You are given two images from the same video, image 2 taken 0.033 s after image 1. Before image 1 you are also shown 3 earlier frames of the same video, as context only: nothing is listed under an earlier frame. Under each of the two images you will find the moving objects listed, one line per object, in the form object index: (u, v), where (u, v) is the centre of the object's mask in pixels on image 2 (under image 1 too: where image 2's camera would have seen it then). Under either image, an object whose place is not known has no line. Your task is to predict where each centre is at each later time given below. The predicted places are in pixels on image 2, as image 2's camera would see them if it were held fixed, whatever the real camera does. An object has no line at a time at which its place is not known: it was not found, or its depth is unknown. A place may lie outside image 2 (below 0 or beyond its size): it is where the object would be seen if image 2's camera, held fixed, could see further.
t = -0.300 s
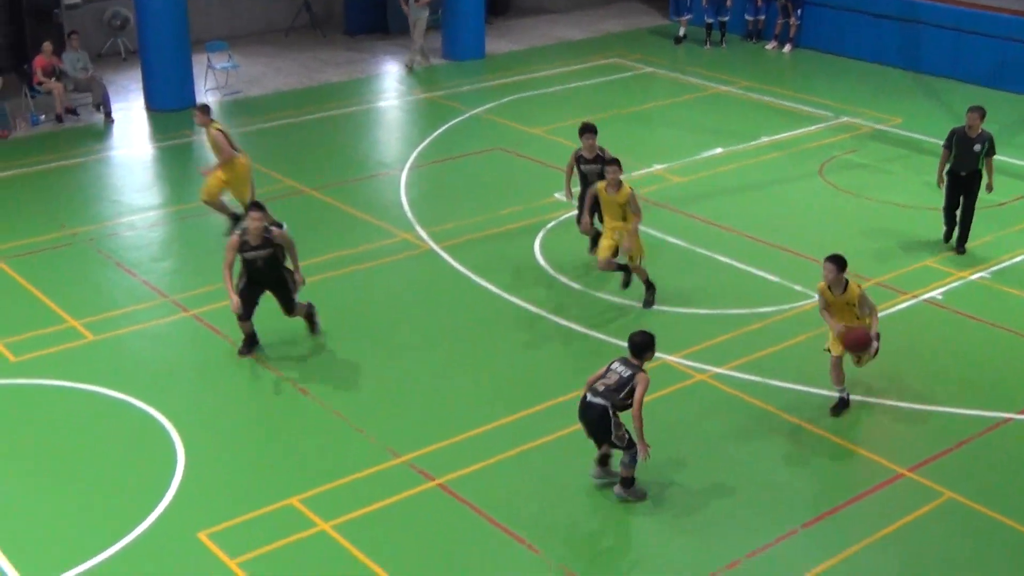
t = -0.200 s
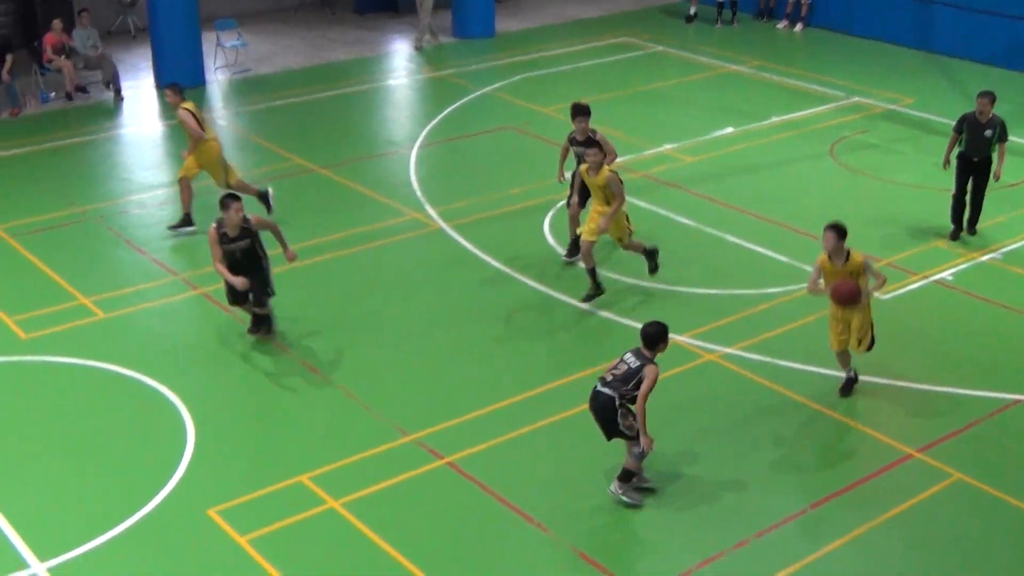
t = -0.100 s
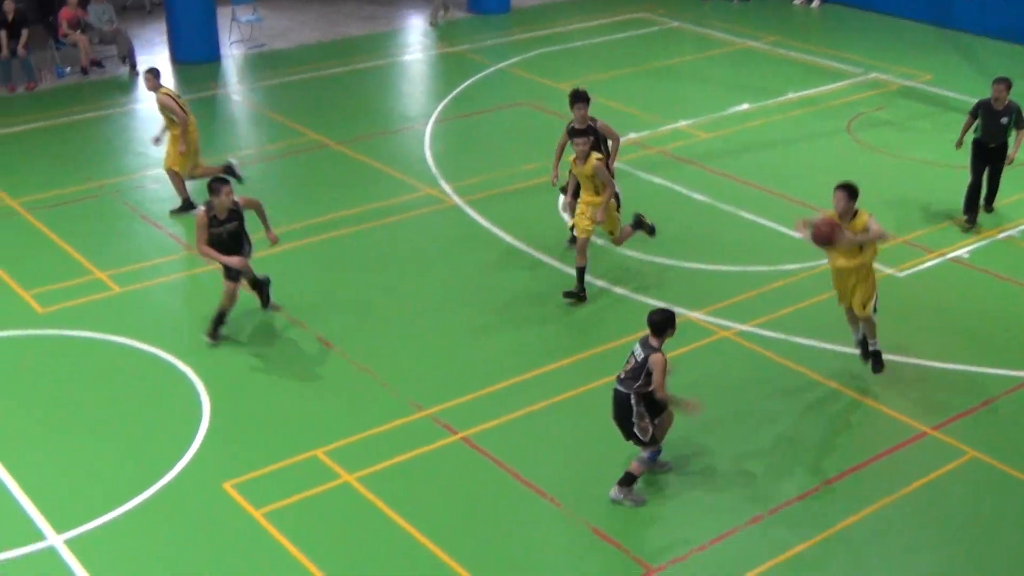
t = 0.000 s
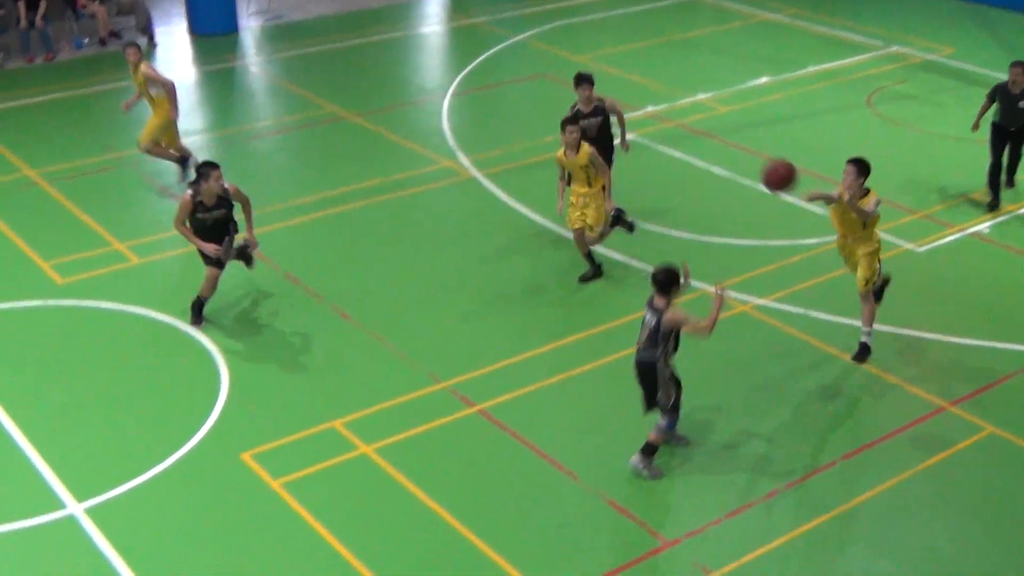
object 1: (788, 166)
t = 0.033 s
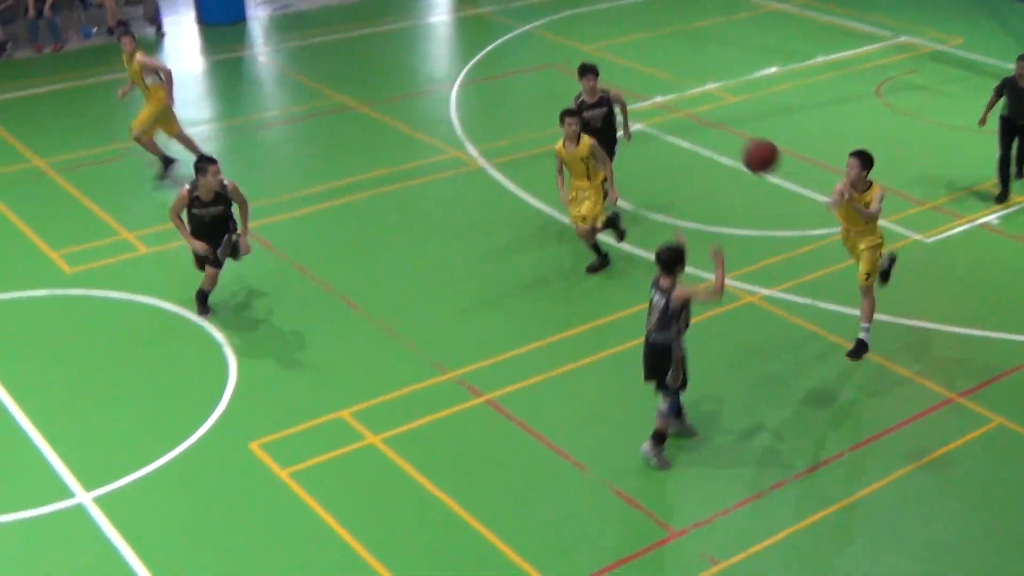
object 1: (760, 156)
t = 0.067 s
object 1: (731, 146)
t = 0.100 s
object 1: (700, 137)
